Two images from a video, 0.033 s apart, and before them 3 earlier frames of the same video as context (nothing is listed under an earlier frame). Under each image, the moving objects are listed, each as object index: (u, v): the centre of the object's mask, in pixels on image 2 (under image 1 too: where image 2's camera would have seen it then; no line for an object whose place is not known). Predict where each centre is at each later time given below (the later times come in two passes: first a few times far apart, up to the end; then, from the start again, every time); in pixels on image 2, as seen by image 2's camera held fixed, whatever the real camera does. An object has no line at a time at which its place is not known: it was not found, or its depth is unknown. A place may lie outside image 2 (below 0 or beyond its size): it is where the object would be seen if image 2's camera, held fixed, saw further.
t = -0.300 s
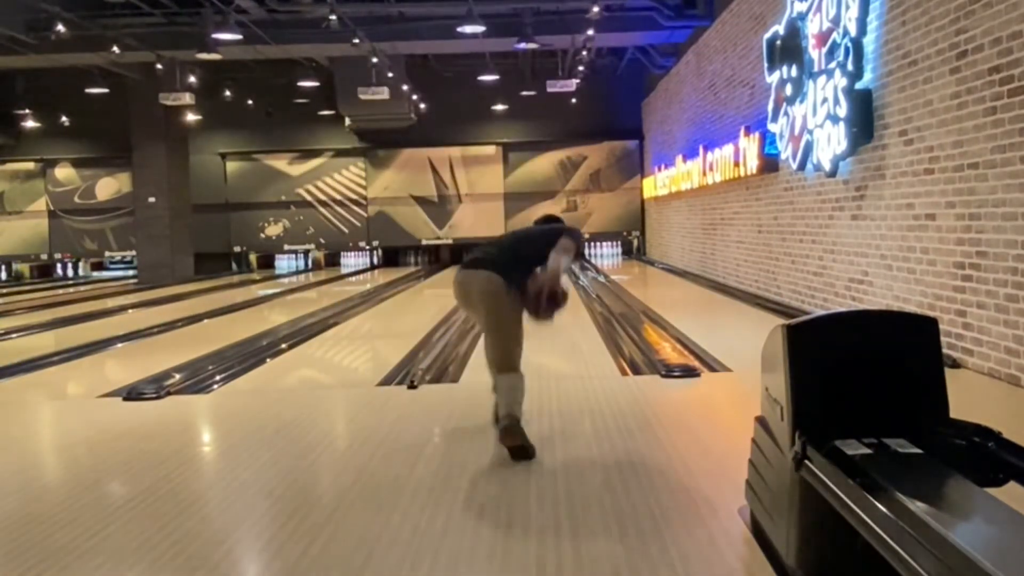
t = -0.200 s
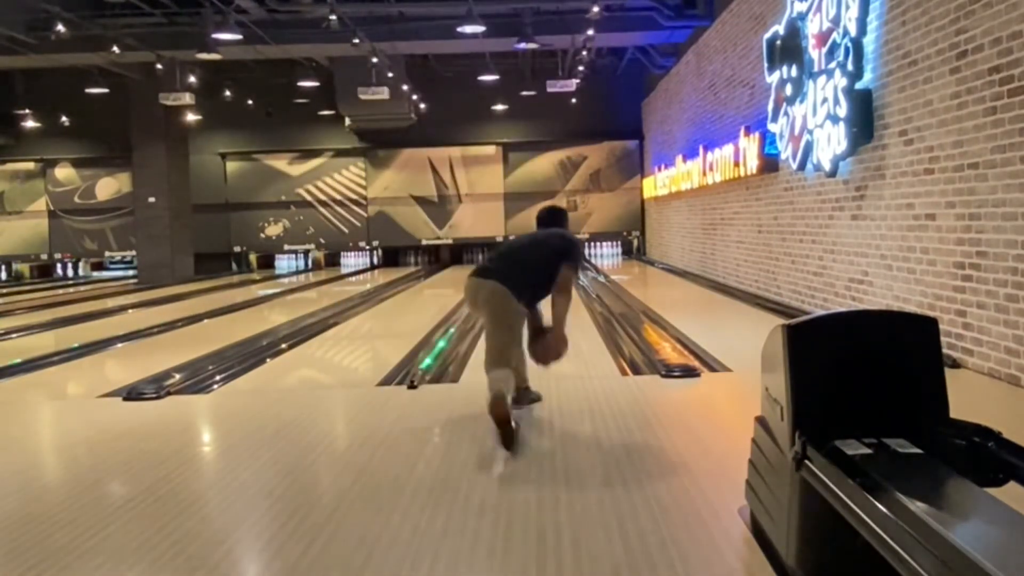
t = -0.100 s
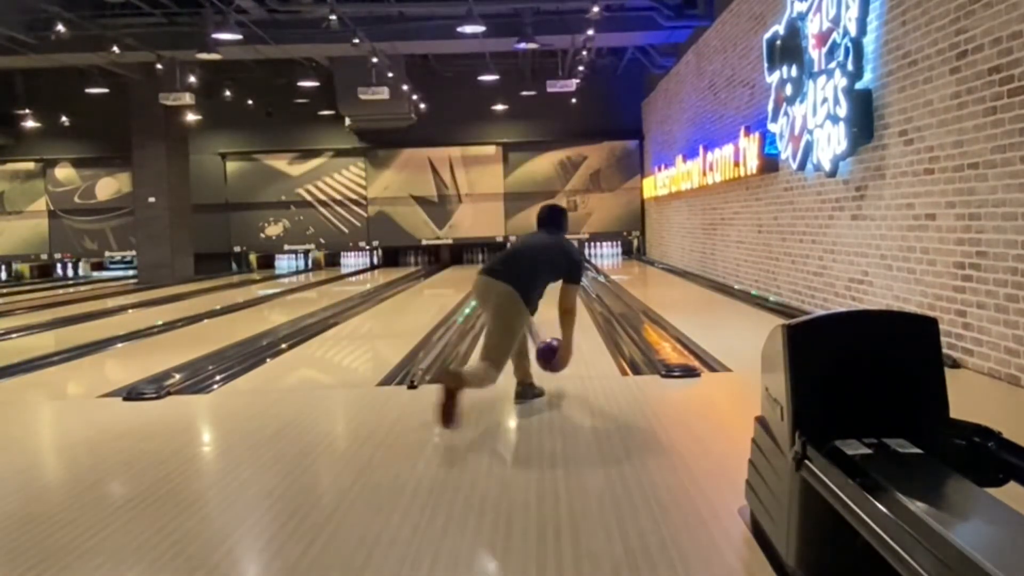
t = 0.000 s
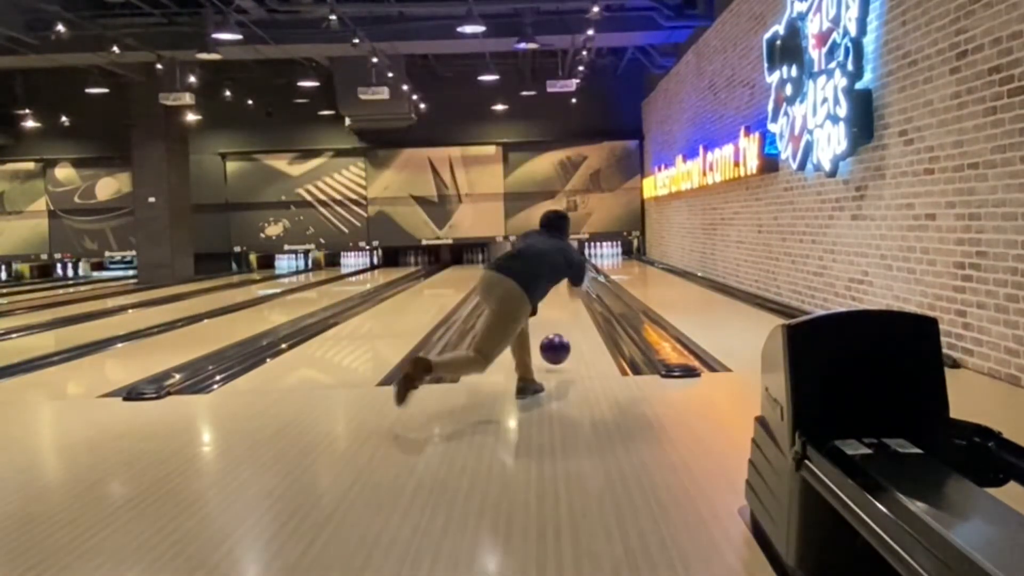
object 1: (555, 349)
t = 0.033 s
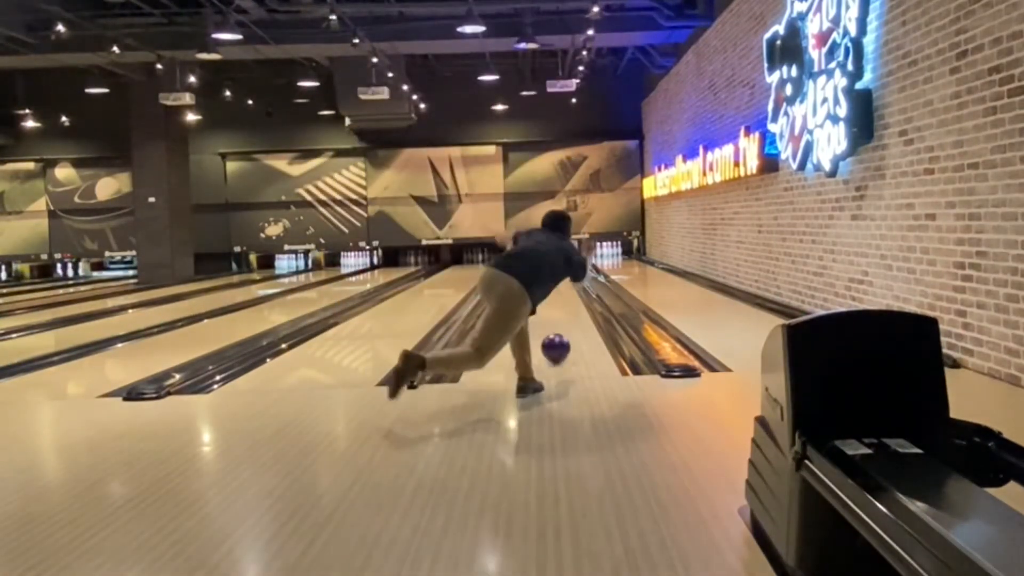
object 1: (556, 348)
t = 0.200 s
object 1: (557, 326)
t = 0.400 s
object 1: (557, 308)
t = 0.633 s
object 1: (557, 294)
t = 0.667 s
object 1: (557, 293)
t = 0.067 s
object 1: (556, 343)
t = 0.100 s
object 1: (556, 338)
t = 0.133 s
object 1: (556, 334)
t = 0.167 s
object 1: (556, 330)
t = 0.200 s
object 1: (557, 326)
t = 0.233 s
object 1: (557, 323)
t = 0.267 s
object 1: (557, 320)
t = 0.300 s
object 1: (557, 316)
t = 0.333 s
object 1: (557, 314)
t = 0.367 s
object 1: (557, 311)
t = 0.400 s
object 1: (557, 308)
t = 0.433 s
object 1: (557, 306)
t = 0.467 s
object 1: (557, 304)
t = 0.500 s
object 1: (557, 301)
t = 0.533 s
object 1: (557, 299)
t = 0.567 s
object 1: (558, 298)
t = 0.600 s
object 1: (558, 296)
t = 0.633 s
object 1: (557, 294)
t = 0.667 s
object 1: (557, 293)
